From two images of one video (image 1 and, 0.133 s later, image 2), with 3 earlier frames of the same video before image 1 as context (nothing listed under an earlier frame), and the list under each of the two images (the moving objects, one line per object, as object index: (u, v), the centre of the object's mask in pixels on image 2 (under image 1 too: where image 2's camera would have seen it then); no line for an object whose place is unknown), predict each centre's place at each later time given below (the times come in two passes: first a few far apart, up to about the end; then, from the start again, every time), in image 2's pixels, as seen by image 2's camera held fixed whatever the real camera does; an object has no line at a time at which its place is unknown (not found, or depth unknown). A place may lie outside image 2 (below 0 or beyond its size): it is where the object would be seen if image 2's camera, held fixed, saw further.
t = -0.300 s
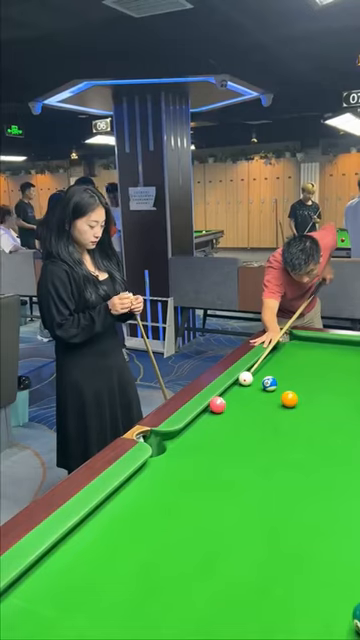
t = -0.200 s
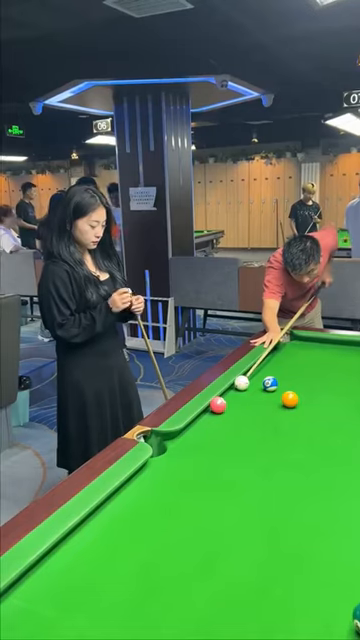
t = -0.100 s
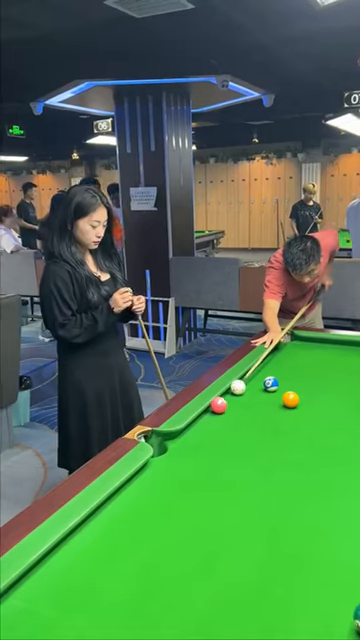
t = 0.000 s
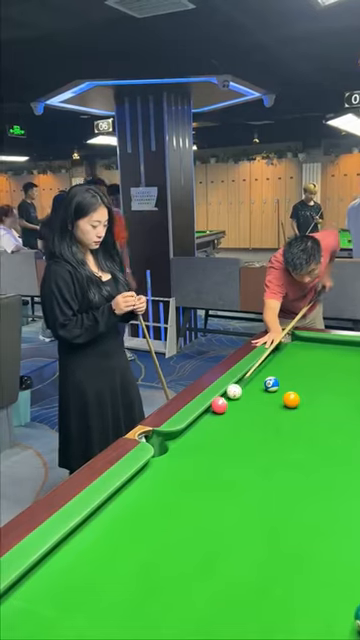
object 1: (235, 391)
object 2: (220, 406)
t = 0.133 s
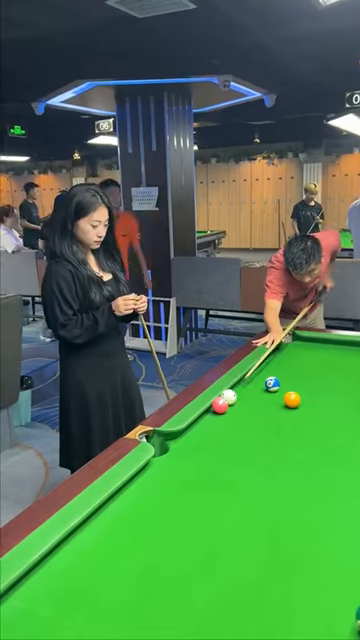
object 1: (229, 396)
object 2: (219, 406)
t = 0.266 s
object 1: (227, 399)
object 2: (217, 408)
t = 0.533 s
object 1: (224, 402)
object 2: (209, 415)
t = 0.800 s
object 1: (221, 404)
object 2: (201, 423)
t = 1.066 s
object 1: (220, 404)
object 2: (194, 429)
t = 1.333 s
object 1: (220, 404)
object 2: (188, 434)
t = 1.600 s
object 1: (220, 404)
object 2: (181, 438)
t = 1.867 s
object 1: (220, 405)
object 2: (175, 441)
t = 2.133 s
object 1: (220, 405)
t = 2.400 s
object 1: (220, 405)
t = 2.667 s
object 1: (220, 405)
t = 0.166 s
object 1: (228, 397)
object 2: (219, 406)
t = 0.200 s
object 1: (227, 398)
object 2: (219, 406)
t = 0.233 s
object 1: (227, 398)
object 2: (218, 408)
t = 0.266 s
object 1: (227, 399)
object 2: (217, 408)
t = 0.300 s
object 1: (226, 399)
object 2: (216, 409)
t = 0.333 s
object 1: (226, 400)
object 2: (215, 410)
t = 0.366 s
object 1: (226, 401)
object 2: (214, 411)
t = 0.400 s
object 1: (225, 401)
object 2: (213, 412)
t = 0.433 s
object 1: (225, 401)
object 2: (212, 413)
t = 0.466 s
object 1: (224, 402)
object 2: (211, 414)
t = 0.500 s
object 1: (224, 402)
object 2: (210, 415)
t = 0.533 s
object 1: (224, 402)
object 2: (209, 415)
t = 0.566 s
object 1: (223, 402)
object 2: (208, 416)
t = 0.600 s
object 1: (223, 403)
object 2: (207, 417)
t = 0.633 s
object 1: (223, 403)
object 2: (206, 418)
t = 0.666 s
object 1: (222, 403)
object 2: (205, 419)
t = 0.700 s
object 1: (222, 403)
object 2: (204, 420)
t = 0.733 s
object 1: (222, 403)
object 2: (203, 421)
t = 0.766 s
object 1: (221, 403)
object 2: (202, 422)
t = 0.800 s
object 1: (221, 404)
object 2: (201, 423)
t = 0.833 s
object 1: (221, 404)
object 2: (200, 423)
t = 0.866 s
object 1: (221, 404)
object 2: (199, 424)
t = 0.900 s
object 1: (221, 404)
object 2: (199, 425)
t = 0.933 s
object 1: (221, 404)
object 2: (198, 426)
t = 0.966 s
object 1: (221, 404)
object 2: (197, 427)
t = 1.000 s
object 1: (221, 404)
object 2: (196, 428)
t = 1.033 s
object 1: (220, 404)
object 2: (195, 428)
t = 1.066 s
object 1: (220, 404)
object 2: (194, 429)
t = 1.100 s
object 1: (220, 404)
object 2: (194, 430)
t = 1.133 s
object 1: (220, 405)
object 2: (193, 430)
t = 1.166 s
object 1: (220, 404)
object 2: (192, 431)
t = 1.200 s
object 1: (220, 405)
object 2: (191, 432)
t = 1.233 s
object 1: (220, 405)
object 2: (191, 432)
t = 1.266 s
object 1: (220, 405)
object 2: (190, 433)
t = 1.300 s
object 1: (220, 404)
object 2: (189, 434)
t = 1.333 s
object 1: (220, 404)
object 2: (188, 434)
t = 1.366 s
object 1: (220, 404)
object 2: (187, 435)
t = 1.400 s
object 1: (220, 404)
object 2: (186, 435)
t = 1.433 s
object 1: (220, 405)
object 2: (186, 436)
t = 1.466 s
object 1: (220, 404)
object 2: (185, 436)
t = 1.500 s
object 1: (220, 404)
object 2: (184, 436)
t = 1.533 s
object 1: (220, 405)
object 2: (183, 437)
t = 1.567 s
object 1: (220, 405)
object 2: (182, 438)
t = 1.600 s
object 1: (220, 404)
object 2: (181, 438)
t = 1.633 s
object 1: (220, 405)
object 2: (180, 438)
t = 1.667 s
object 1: (220, 404)
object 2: (180, 439)
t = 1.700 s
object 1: (220, 404)
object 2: (179, 439)
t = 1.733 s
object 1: (220, 404)
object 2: (178, 440)
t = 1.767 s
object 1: (220, 405)
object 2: (177, 440)
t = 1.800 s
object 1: (220, 405)
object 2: (176, 440)
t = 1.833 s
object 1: (220, 405)
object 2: (175, 441)
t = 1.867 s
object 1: (220, 405)
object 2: (175, 441)
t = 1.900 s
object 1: (220, 405)
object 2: (174, 442)
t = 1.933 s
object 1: (220, 405)
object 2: (173, 442)
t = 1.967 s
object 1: (220, 405)
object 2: (172, 442)
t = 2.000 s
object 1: (220, 405)
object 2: (172, 442)
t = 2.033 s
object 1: (220, 405)
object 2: (171, 443)
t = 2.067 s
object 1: (220, 405)
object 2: (171, 443)
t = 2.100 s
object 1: (220, 405)
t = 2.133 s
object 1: (220, 405)
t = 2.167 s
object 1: (220, 405)
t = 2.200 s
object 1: (220, 405)
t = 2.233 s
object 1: (220, 405)
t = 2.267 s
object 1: (220, 405)
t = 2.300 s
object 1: (220, 405)
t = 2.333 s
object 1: (220, 405)
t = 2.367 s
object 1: (220, 405)
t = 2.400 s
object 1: (220, 405)
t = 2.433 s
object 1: (220, 405)
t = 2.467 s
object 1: (220, 405)
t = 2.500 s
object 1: (220, 405)
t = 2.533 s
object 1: (220, 405)
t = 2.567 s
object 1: (220, 405)
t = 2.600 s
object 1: (220, 405)
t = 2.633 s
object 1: (220, 405)
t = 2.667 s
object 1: (220, 405)
